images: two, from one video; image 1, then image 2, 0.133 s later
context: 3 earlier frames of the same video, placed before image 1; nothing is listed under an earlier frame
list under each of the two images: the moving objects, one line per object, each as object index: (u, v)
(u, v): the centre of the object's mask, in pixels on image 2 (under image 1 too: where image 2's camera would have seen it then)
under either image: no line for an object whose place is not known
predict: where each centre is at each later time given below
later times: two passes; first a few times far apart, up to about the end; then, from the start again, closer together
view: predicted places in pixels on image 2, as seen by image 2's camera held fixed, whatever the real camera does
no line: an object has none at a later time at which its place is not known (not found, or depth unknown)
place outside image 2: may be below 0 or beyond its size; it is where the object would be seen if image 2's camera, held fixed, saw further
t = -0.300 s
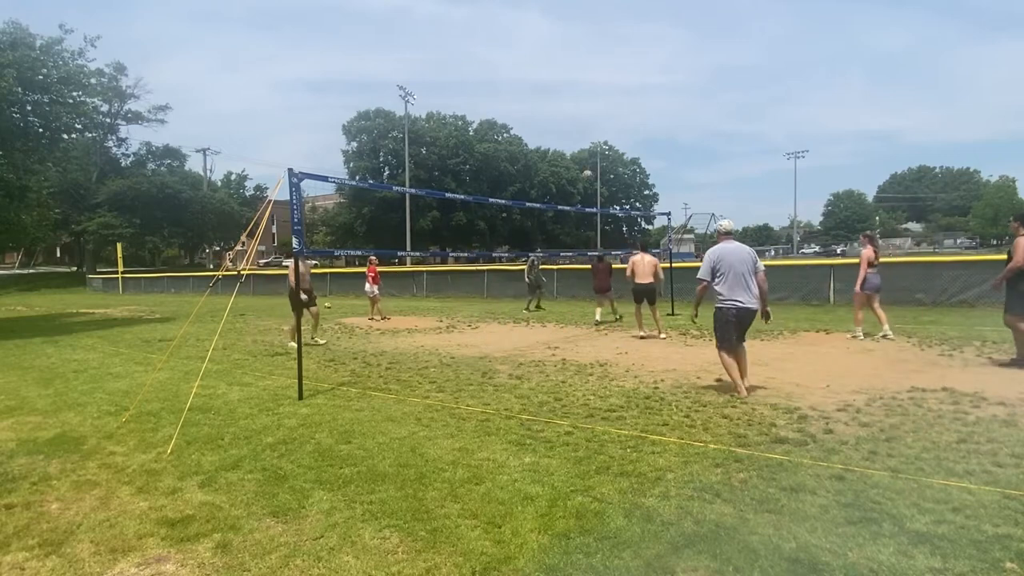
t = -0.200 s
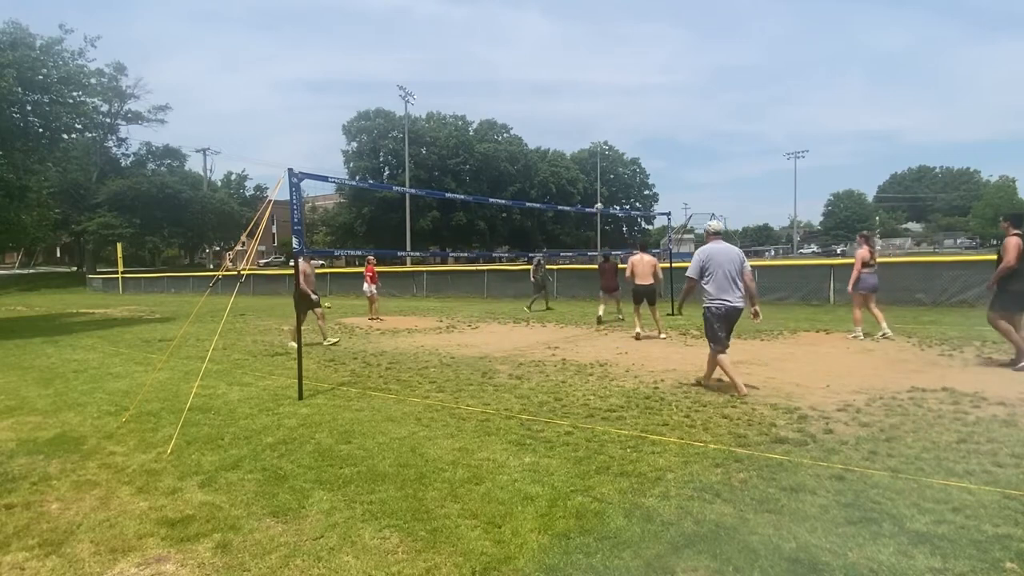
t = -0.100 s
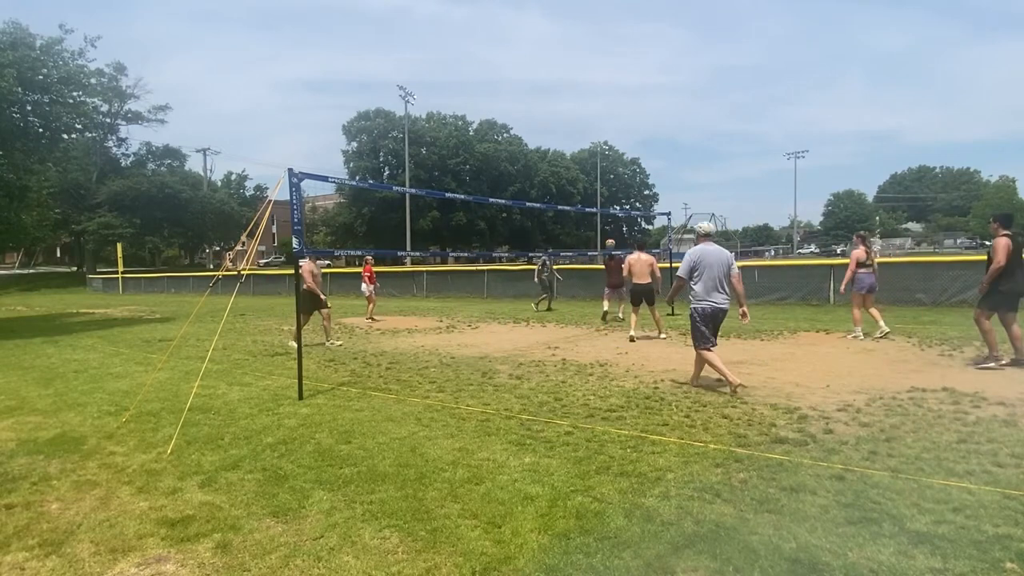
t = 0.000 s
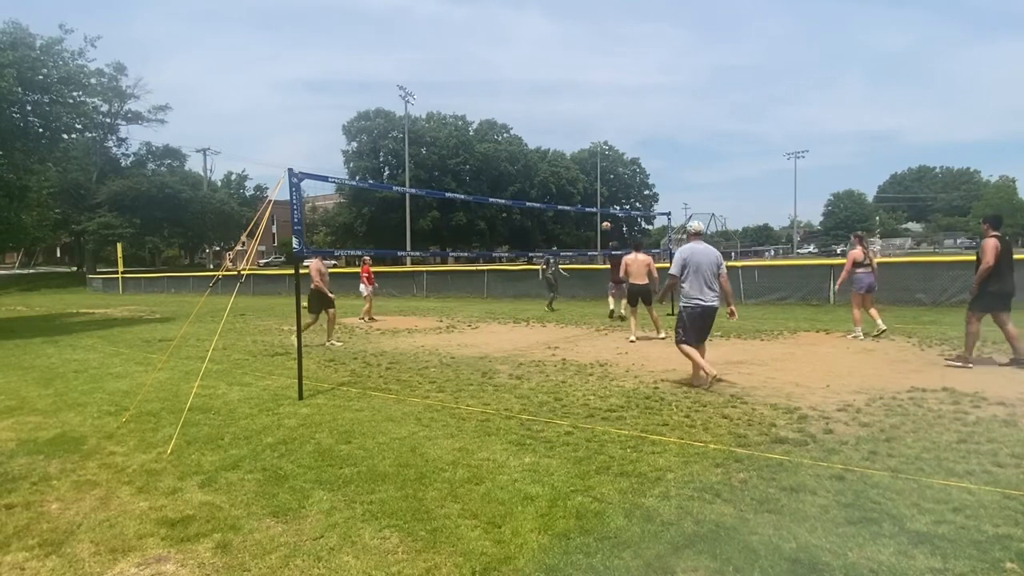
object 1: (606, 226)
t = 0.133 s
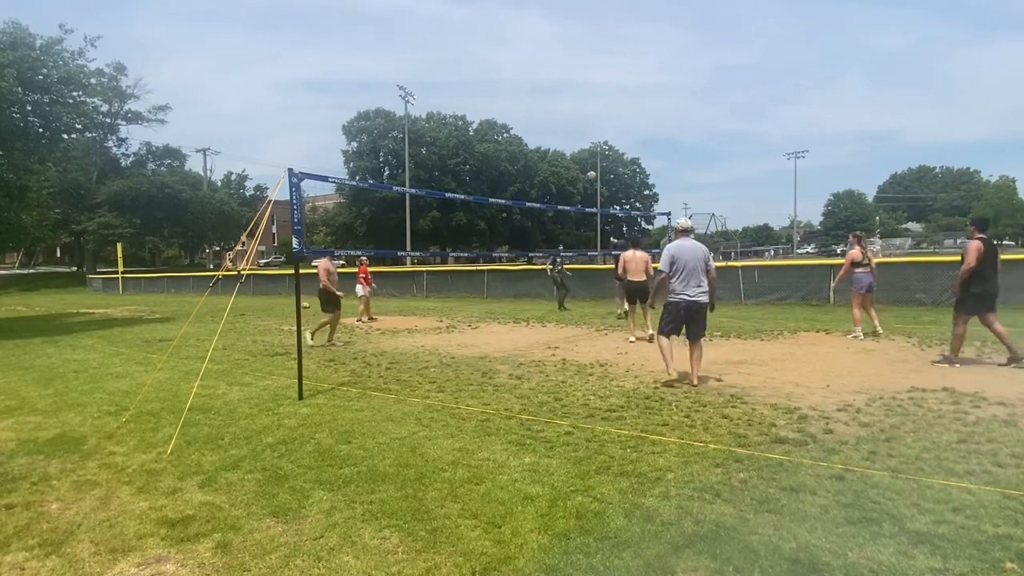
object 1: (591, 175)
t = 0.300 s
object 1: (572, 122)
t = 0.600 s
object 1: (536, 49)
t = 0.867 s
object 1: (501, 18)
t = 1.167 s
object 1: (459, 31)
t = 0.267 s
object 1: (576, 132)
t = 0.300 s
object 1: (572, 122)
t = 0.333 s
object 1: (568, 113)
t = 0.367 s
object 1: (565, 103)
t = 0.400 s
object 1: (561, 94)
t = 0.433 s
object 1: (556, 85)
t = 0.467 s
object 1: (552, 77)
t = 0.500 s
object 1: (548, 69)
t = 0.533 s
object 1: (544, 62)
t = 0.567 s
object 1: (540, 55)
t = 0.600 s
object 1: (536, 49)
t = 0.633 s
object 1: (532, 43)
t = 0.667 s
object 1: (527, 38)
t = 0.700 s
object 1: (523, 33)
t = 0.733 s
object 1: (519, 28)
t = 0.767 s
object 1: (514, 25)
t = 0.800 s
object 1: (510, 22)
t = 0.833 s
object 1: (506, 20)
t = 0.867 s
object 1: (501, 18)
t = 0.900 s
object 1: (496, 16)
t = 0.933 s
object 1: (492, 16)
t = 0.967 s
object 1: (487, 16)
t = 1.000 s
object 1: (483, 17)
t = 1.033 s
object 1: (478, 18)
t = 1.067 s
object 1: (474, 20)
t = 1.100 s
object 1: (469, 22)
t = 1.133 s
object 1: (464, 26)
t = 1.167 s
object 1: (459, 31)
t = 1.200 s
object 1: (454, 35)
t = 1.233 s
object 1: (449, 41)
